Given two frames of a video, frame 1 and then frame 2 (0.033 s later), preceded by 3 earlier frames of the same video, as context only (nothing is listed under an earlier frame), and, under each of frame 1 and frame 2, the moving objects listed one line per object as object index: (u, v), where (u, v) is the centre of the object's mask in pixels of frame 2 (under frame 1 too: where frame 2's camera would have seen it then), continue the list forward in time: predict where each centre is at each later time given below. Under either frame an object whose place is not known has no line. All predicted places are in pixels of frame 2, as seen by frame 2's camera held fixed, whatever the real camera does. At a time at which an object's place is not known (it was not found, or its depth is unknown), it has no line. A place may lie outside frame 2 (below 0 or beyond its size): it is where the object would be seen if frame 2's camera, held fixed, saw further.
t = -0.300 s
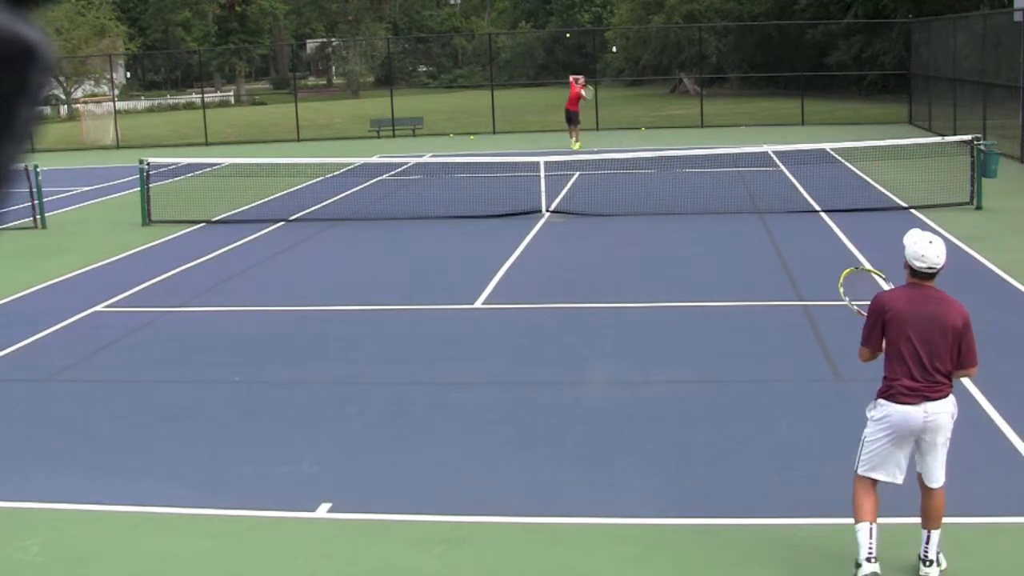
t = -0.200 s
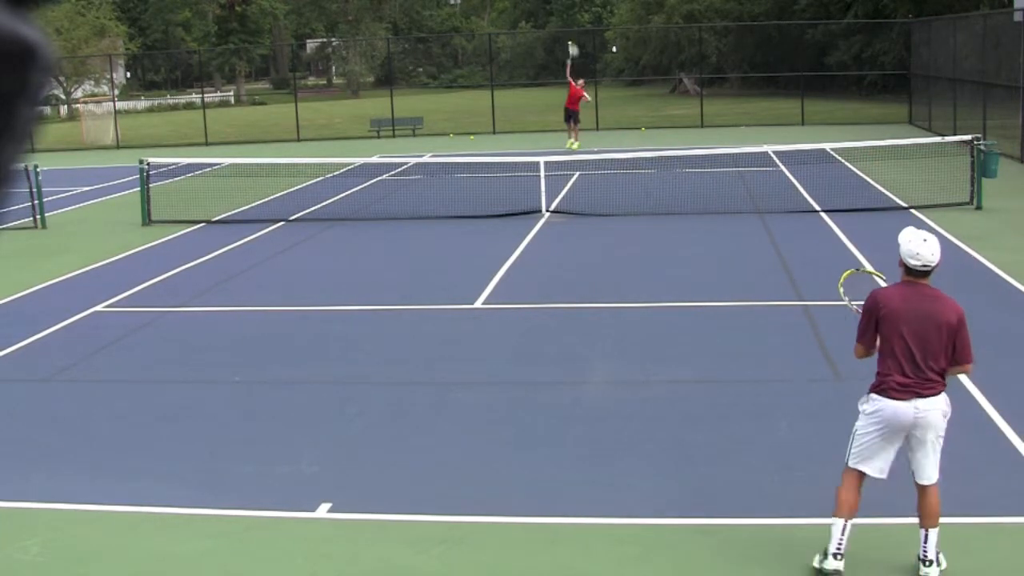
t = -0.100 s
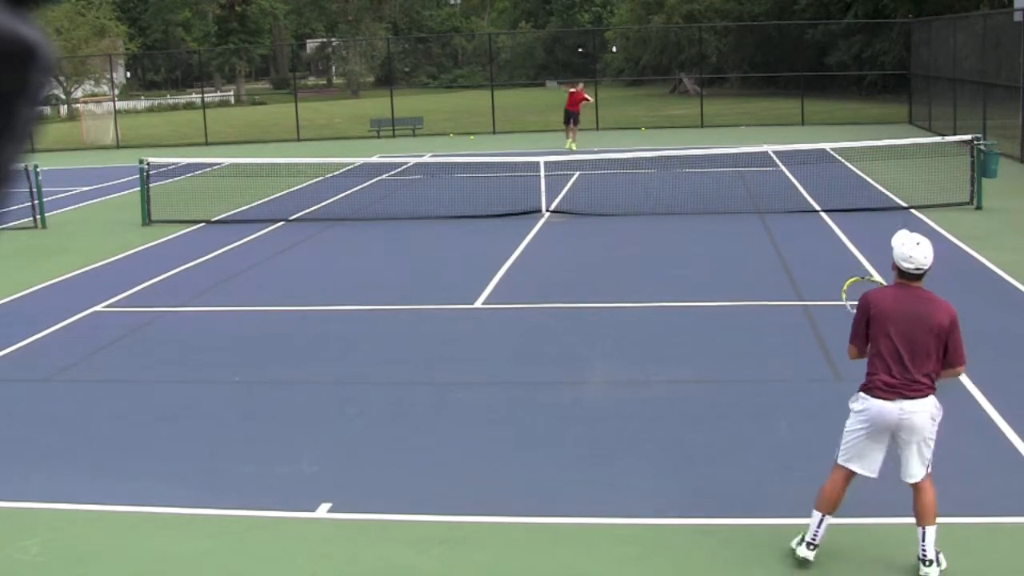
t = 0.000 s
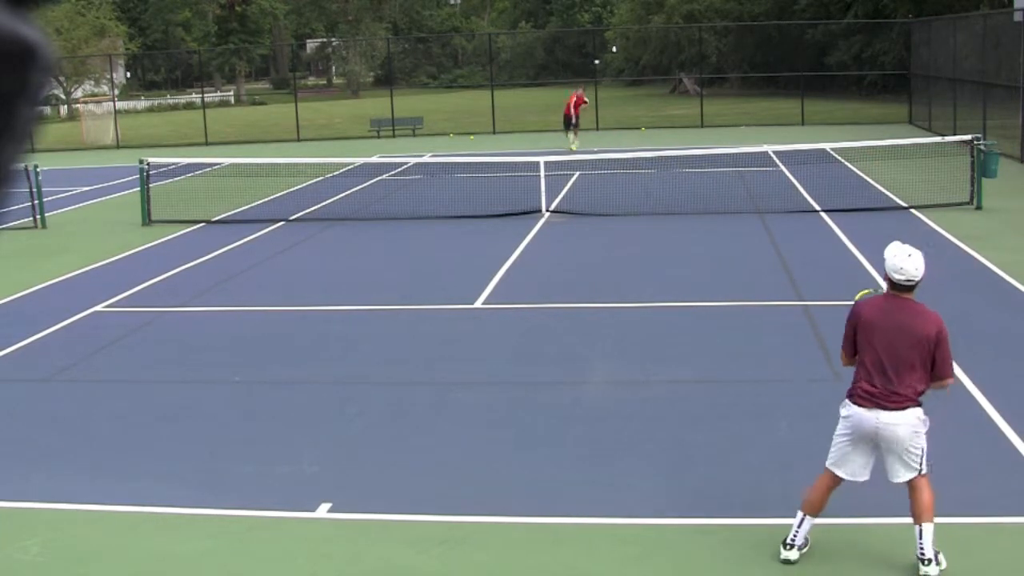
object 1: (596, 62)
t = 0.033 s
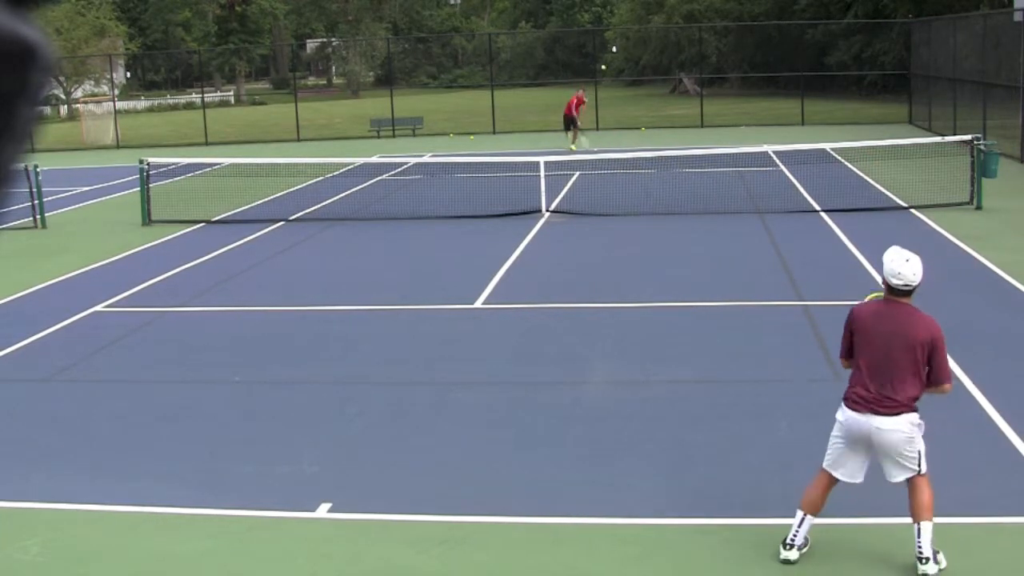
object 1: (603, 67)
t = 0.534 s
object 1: (777, 228)
